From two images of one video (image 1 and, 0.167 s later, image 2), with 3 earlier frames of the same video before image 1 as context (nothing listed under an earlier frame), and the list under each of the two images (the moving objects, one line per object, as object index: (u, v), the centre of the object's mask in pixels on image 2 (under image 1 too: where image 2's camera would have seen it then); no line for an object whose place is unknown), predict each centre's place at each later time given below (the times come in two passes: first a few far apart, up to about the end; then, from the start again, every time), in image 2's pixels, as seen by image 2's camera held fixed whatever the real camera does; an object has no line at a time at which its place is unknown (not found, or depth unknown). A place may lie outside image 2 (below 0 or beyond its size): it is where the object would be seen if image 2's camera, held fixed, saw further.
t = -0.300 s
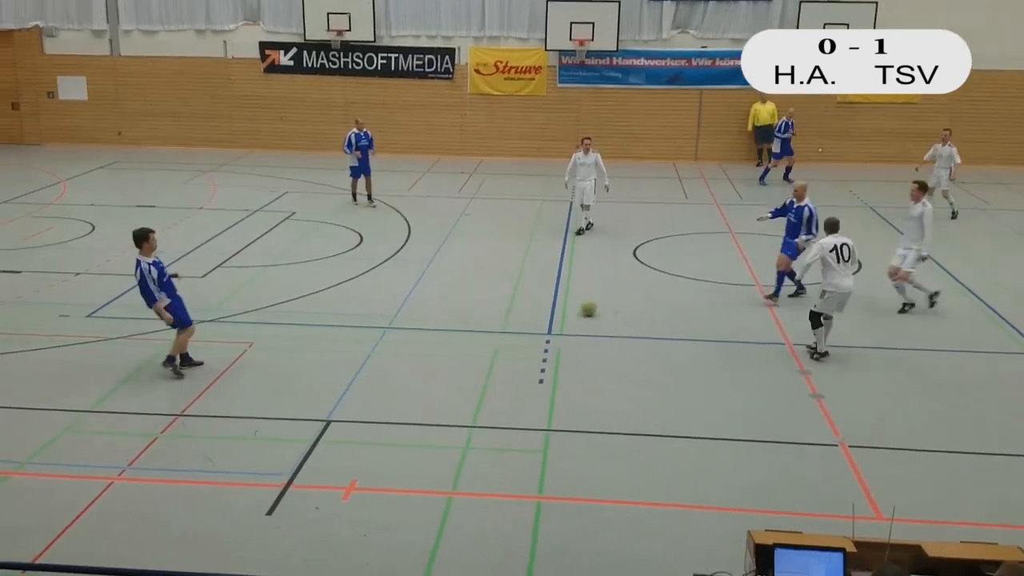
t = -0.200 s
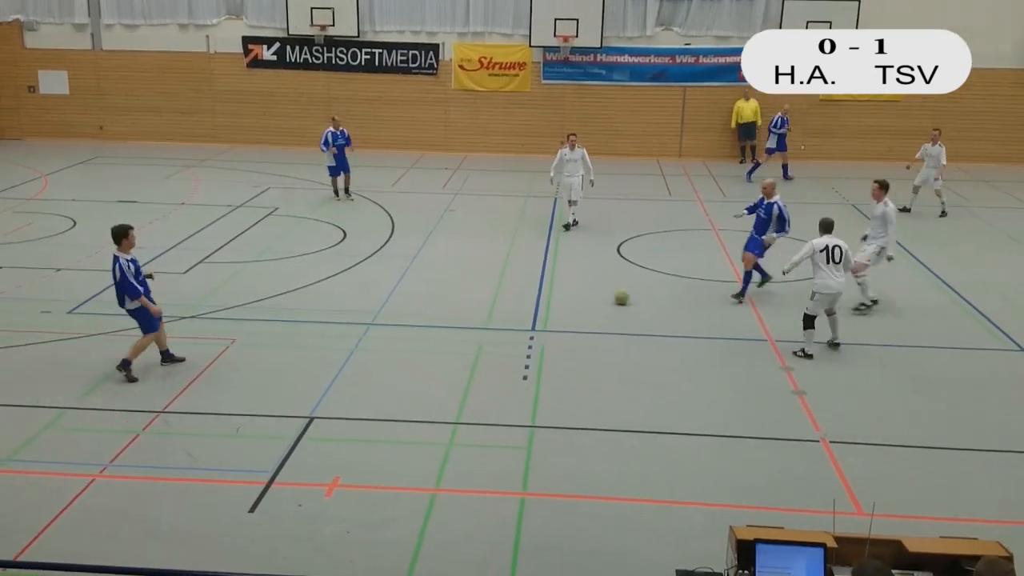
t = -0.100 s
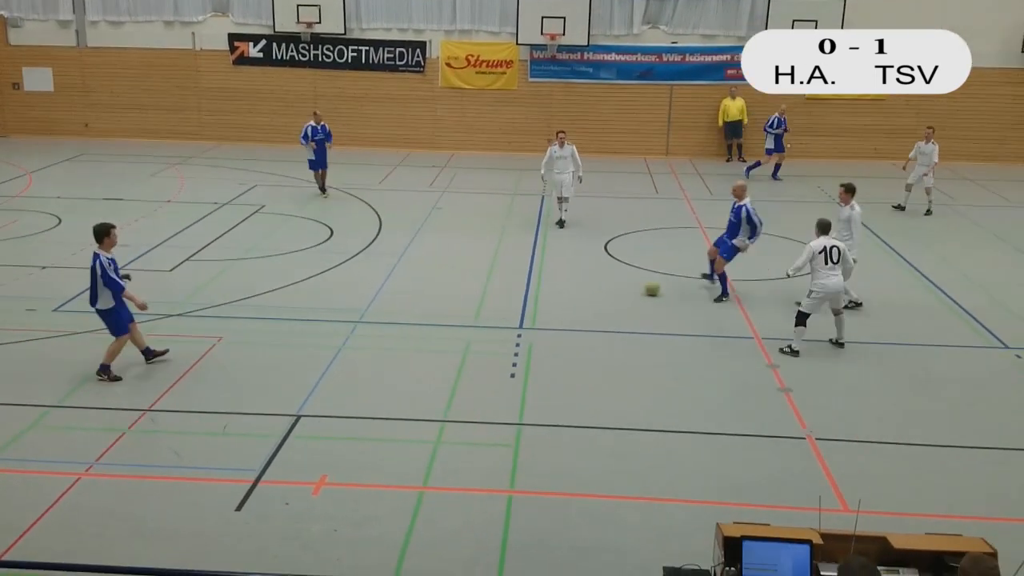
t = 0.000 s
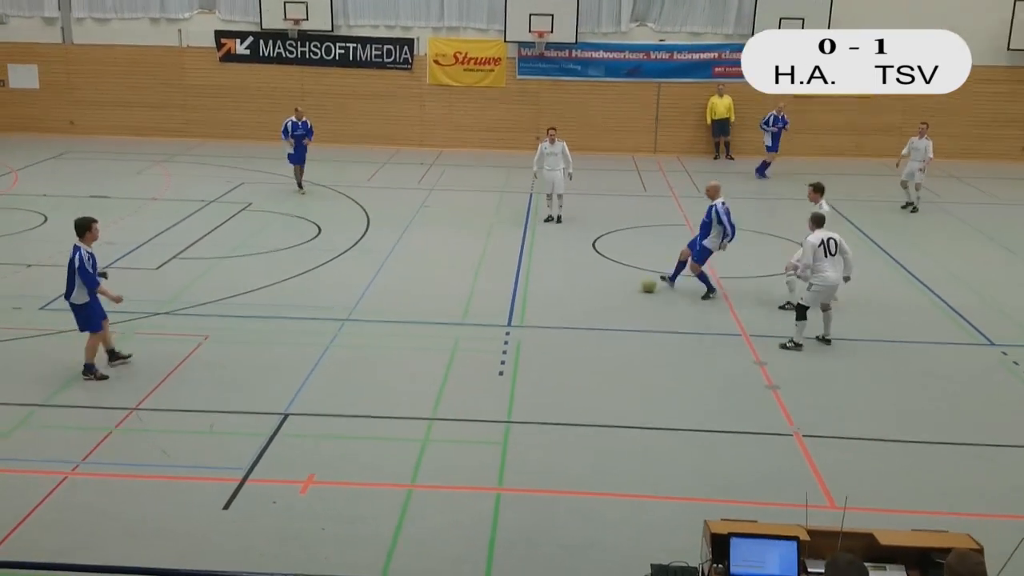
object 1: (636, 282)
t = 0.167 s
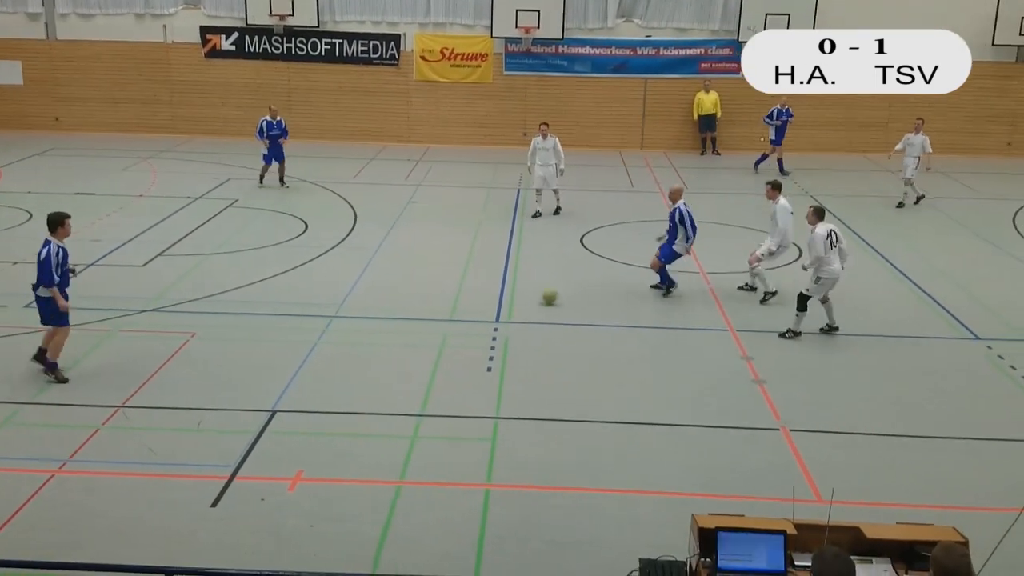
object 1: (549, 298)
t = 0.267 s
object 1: (497, 306)
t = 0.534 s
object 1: (359, 336)
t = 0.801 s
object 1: (227, 363)
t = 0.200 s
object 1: (531, 302)
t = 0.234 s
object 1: (514, 304)
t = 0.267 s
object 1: (497, 306)
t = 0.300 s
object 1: (479, 310)
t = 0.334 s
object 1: (462, 314)
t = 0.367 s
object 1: (445, 319)
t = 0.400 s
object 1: (427, 321)
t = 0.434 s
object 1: (411, 324)
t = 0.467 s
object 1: (394, 326)
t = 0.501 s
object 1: (376, 332)
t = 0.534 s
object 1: (359, 336)
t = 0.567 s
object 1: (342, 338)
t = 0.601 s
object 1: (326, 341)
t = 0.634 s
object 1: (309, 345)
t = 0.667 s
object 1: (292, 349)
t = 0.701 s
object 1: (276, 352)
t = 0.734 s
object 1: (259, 355)
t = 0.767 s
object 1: (243, 359)
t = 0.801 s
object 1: (227, 363)
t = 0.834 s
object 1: (211, 366)
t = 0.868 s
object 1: (195, 369)
